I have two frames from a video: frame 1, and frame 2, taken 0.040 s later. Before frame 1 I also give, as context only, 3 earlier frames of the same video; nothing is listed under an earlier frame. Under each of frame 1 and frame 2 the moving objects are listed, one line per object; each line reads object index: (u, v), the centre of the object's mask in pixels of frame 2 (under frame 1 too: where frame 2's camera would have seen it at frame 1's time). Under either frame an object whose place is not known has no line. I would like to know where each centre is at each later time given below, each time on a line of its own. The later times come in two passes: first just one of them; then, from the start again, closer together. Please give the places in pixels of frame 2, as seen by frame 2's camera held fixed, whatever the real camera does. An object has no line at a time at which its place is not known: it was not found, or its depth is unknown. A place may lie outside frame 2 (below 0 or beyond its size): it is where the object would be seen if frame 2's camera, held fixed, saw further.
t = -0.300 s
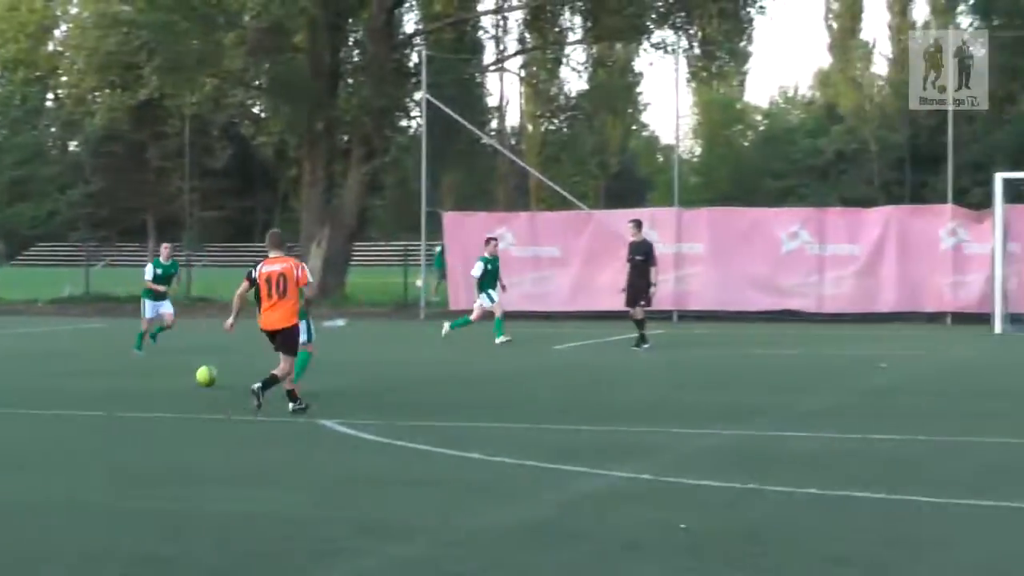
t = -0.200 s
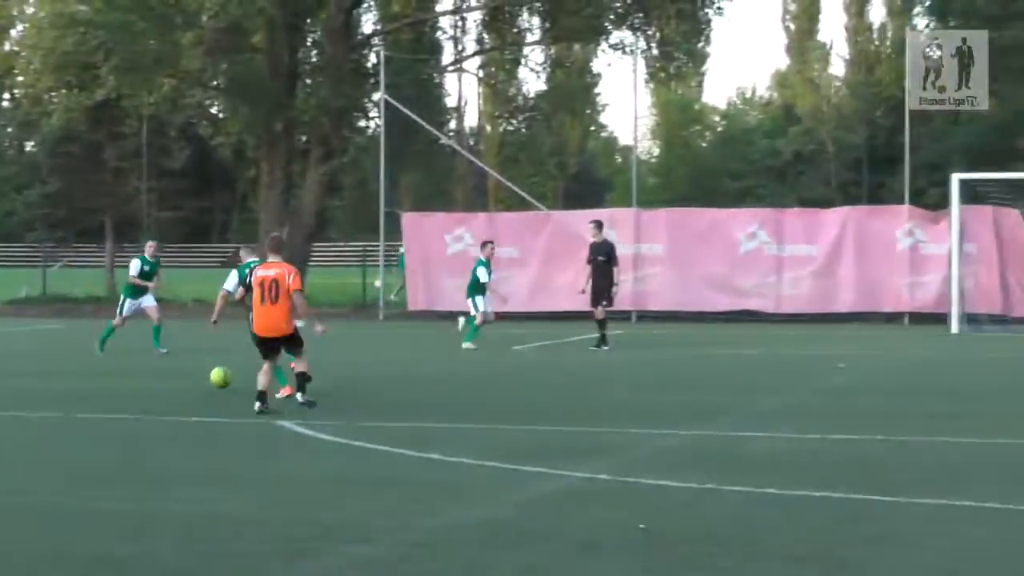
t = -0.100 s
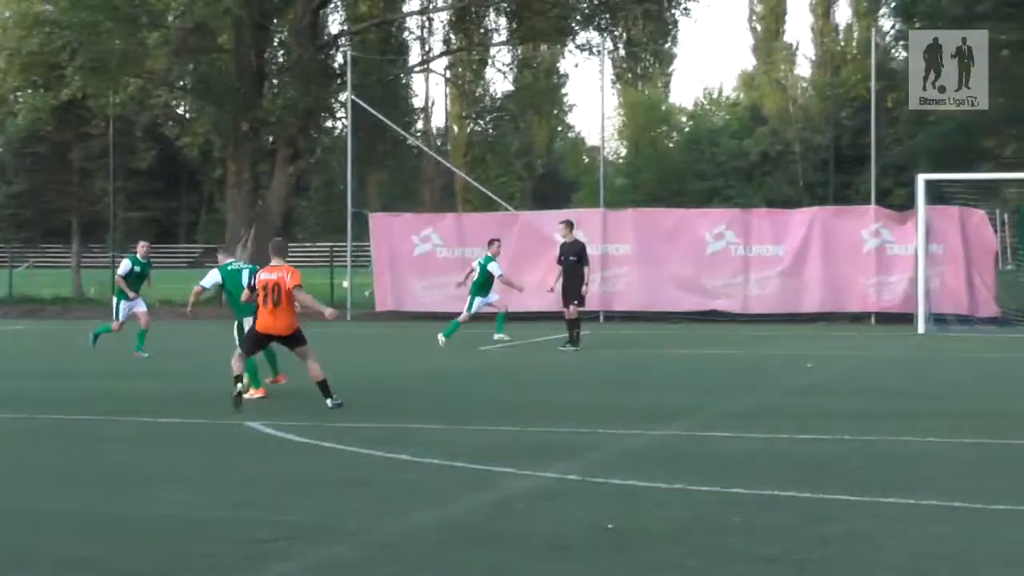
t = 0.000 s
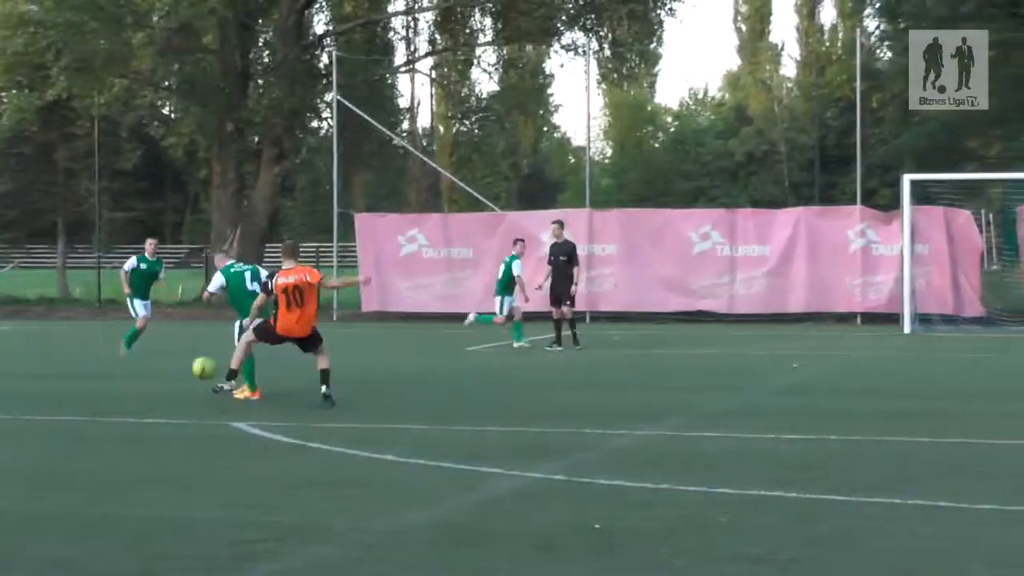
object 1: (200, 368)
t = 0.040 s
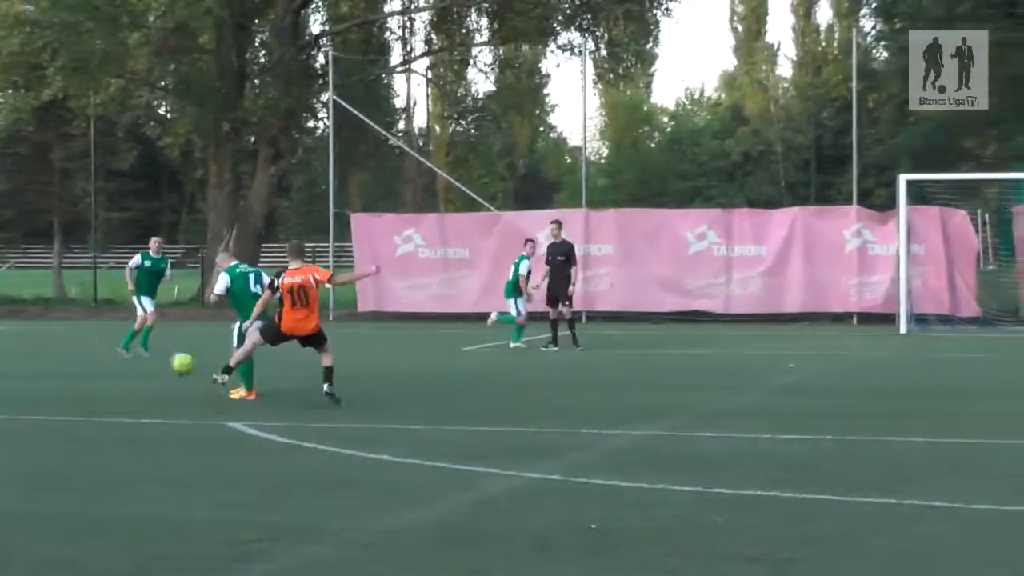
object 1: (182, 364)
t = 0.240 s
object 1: (92, 369)
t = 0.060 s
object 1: (173, 363)
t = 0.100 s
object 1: (153, 361)
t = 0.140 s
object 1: (135, 361)
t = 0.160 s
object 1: (126, 361)
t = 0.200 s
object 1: (109, 364)
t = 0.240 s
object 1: (92, 369)
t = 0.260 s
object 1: (83, 372)
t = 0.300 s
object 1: (64, 379)
